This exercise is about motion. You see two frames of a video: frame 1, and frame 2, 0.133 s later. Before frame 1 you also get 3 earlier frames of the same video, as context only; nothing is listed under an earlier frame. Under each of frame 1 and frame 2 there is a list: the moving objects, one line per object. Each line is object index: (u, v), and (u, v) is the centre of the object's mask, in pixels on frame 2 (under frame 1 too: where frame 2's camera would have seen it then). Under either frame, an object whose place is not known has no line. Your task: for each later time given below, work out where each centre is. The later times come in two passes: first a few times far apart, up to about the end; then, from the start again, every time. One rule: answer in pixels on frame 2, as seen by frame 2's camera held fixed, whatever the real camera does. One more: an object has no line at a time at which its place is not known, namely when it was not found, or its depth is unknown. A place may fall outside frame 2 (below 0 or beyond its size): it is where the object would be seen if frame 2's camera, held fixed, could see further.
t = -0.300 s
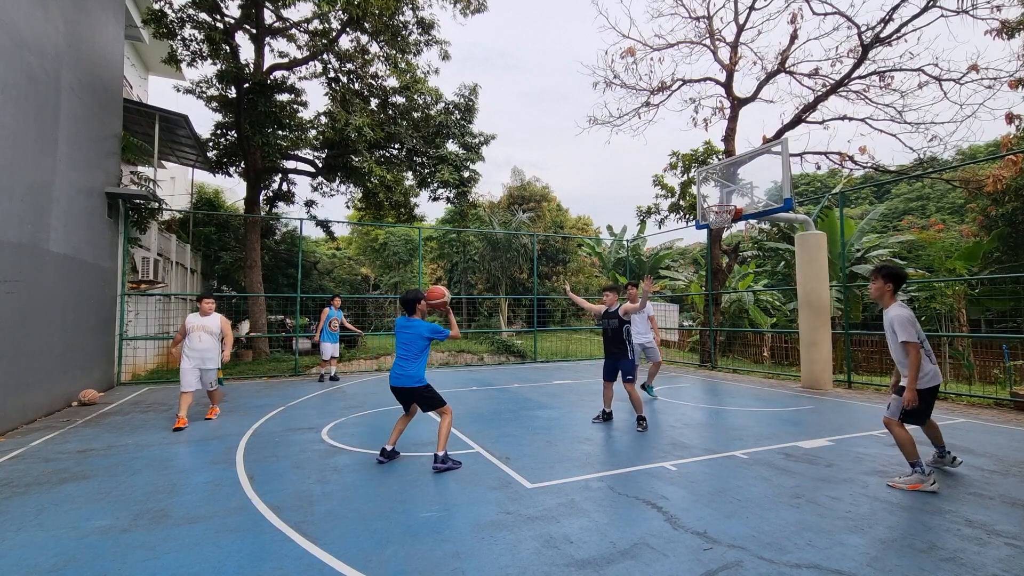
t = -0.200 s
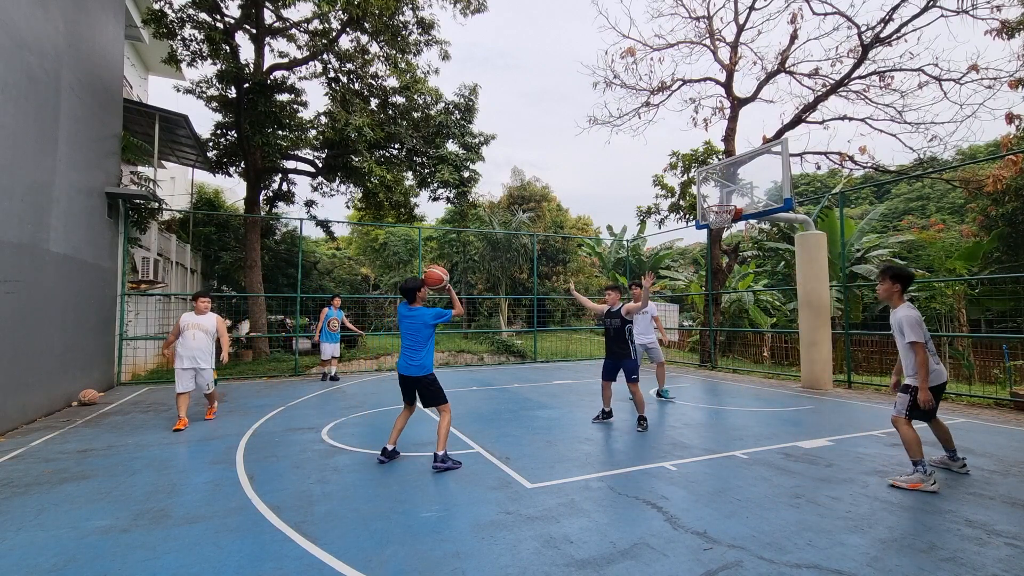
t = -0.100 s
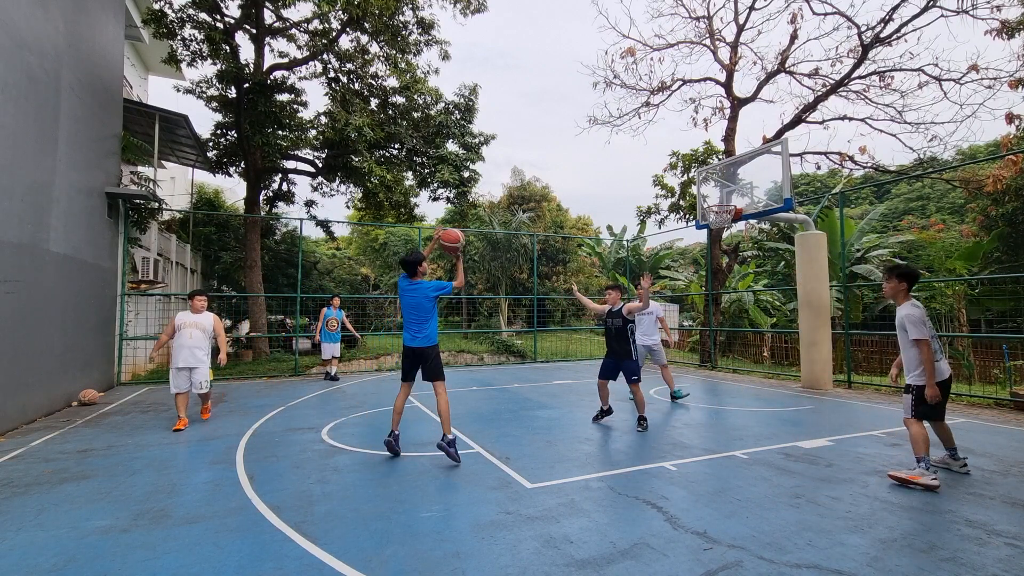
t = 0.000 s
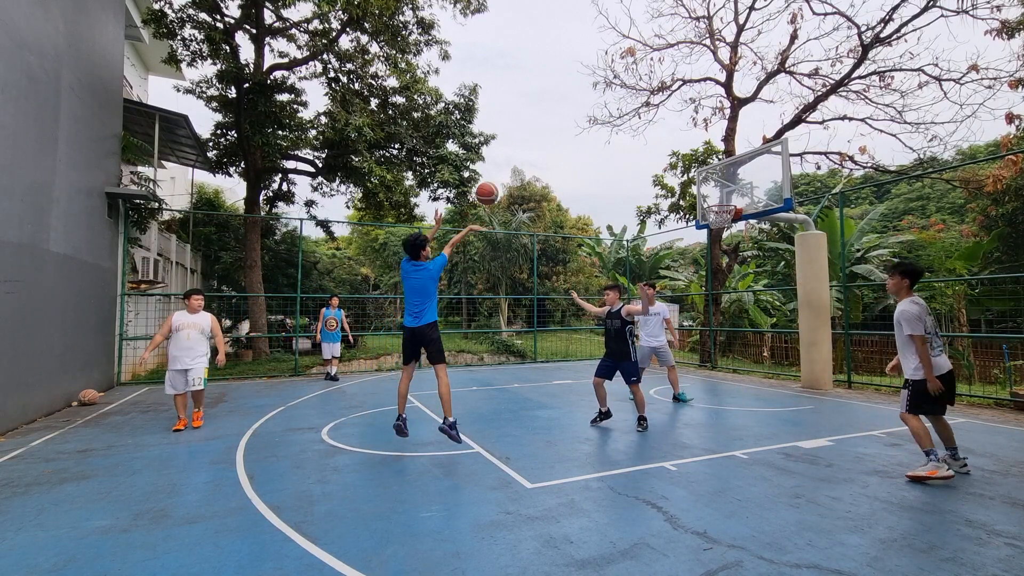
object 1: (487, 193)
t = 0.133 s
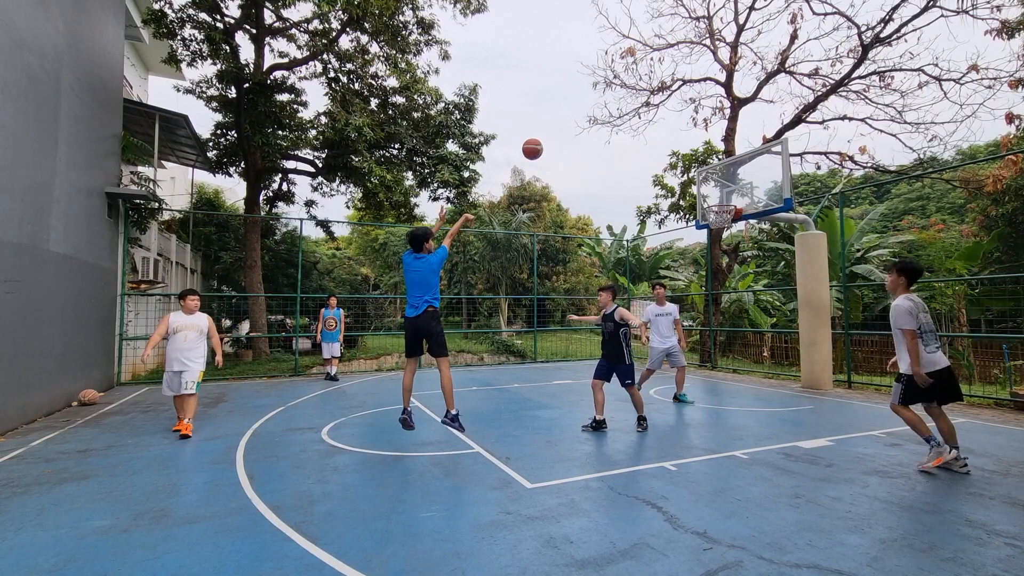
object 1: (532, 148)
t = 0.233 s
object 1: (562, 130)
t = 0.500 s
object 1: (626, 121)
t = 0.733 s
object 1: (670, 152)
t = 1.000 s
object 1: (704, 197)
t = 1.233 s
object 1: (710, 194)
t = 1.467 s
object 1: (692, 205)
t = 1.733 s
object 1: (672, 252)
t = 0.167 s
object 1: (542, 141)
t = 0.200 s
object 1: (552, 135)
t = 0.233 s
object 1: (562, 130)
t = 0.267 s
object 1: (571, 125)
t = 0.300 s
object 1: (580, 122)
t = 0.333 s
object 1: (588, 120)
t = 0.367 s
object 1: (596, 119)
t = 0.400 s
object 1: (604, 118)
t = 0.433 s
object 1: (612, 119)
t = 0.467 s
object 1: (619, 119)
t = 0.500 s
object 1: (626, 121)
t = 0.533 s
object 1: (633, 124)
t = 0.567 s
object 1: (640, 127)
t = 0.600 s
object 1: (646, 131)
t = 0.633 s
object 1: (653, 135)
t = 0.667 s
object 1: (659, 140)
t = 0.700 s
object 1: (665, 146)
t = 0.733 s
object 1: (670, 152)
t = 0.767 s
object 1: (676, 159)
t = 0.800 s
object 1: (681, 166)
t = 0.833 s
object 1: (687, 173)
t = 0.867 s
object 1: (692, 181)
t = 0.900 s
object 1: (697, 190)
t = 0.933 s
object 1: (702, 200)
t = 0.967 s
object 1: (703, 200)
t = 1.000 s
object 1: (704, 197)
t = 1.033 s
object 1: (705, 195)
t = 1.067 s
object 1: (706, 193)
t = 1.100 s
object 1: (707, 193)
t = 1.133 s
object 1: (708, 192)
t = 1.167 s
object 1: (708, 192)
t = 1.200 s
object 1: (709, 193)
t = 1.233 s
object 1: (710, 194)
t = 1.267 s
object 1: (708, 194)
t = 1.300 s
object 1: (706, 195)
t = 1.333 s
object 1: (703, 196)
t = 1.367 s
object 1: (700, 198)
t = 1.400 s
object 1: (697, 200)
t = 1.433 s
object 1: (695, 202)
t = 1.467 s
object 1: (692, 205)
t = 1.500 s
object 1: (689, 208)
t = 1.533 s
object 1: (686, 213)
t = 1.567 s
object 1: (684, 218)
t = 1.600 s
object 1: (681, 224)
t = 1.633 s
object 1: (678, 230)
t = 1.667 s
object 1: (676, 237)
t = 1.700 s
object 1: (674, 243)
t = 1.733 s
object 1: (672, 252)
